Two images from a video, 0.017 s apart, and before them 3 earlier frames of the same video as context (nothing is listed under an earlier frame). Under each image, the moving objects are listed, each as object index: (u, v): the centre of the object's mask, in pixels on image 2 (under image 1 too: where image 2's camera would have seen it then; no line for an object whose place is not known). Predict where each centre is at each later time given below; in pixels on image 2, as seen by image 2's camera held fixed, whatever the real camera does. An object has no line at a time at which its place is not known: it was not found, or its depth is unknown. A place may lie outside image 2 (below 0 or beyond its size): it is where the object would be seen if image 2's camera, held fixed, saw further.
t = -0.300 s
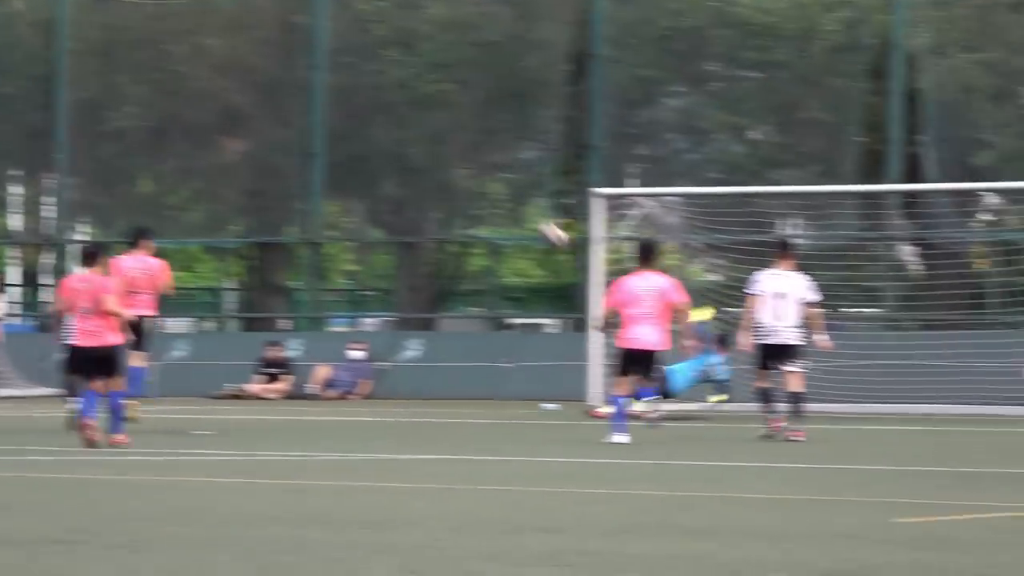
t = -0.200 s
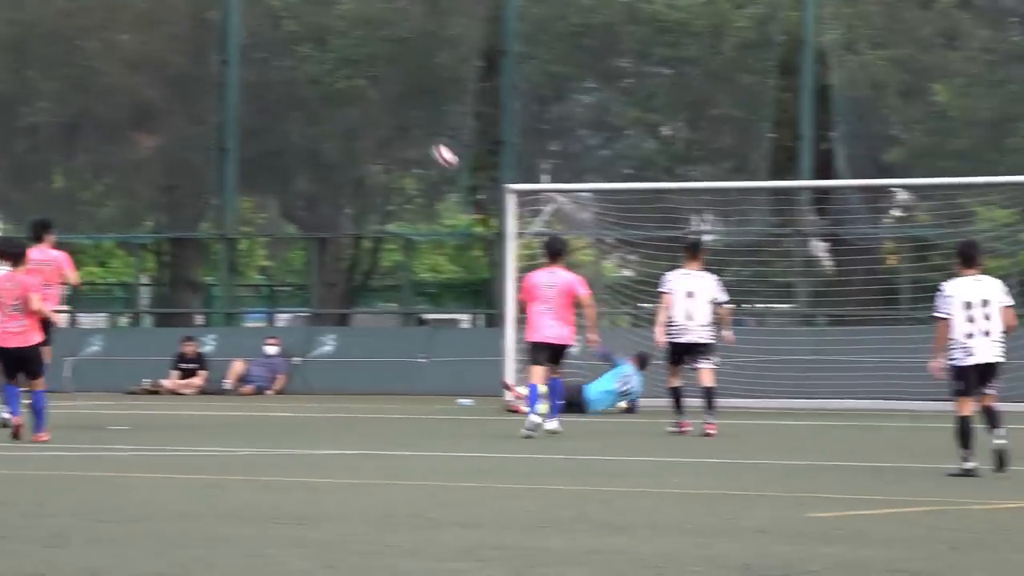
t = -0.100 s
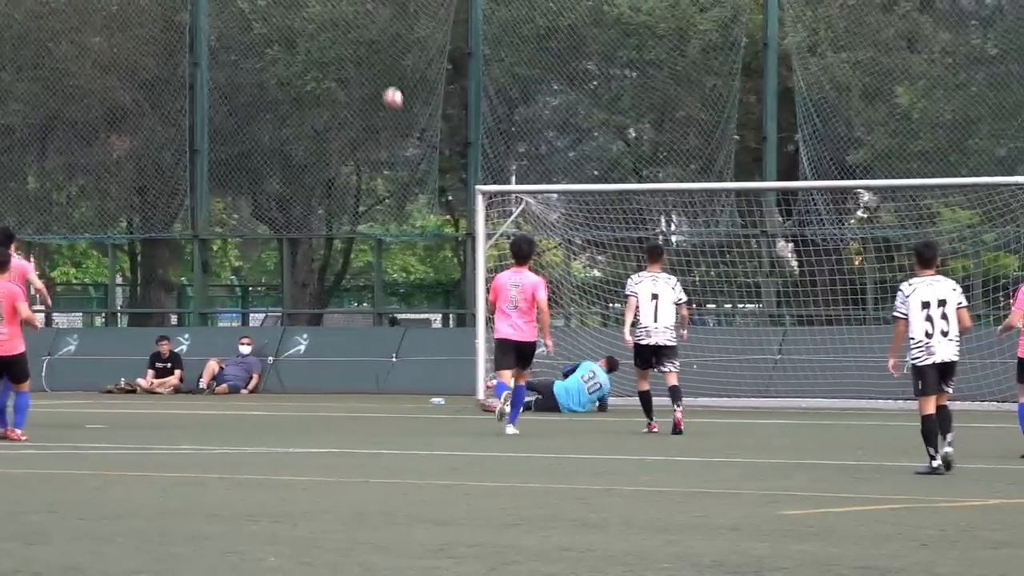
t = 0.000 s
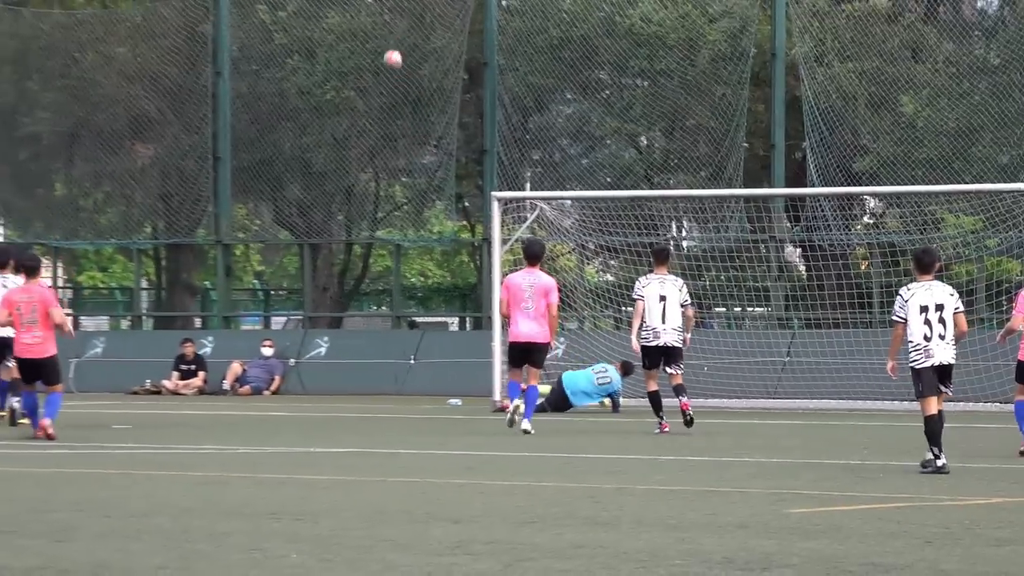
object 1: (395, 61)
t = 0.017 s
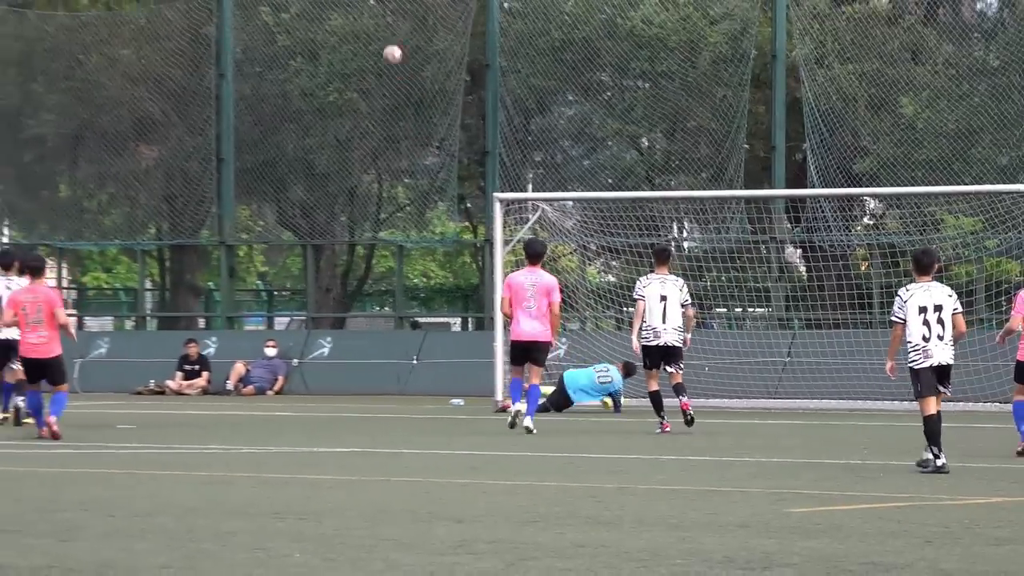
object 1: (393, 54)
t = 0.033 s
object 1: (391, 48)
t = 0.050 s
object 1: (388, 43)
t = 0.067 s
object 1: (386, 38)
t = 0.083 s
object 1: (383, 32)
